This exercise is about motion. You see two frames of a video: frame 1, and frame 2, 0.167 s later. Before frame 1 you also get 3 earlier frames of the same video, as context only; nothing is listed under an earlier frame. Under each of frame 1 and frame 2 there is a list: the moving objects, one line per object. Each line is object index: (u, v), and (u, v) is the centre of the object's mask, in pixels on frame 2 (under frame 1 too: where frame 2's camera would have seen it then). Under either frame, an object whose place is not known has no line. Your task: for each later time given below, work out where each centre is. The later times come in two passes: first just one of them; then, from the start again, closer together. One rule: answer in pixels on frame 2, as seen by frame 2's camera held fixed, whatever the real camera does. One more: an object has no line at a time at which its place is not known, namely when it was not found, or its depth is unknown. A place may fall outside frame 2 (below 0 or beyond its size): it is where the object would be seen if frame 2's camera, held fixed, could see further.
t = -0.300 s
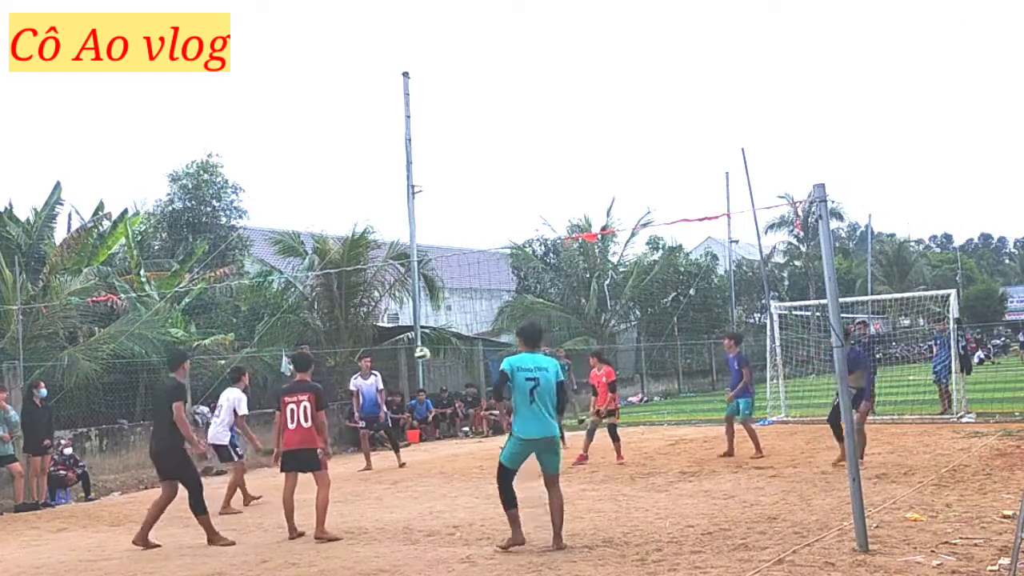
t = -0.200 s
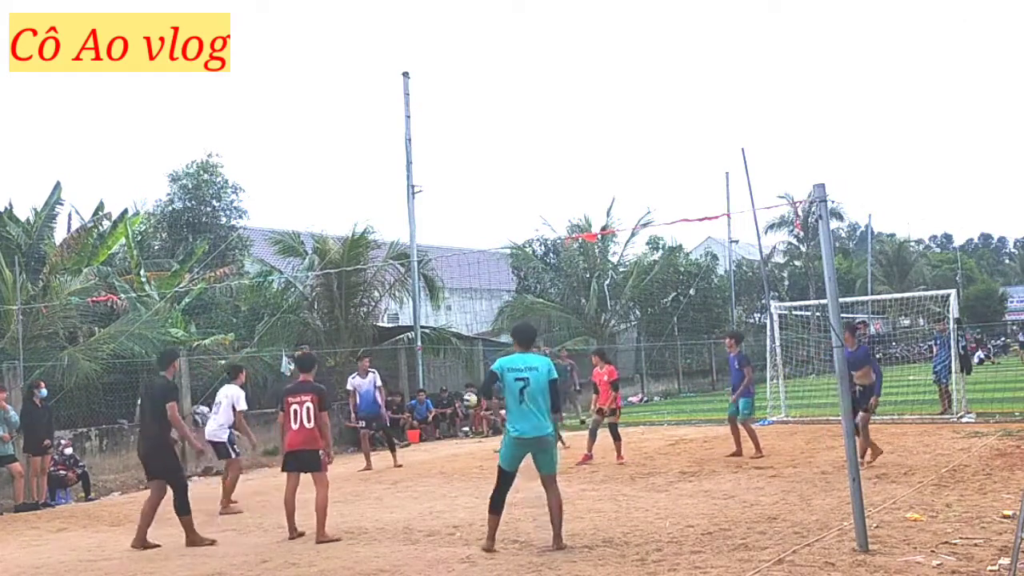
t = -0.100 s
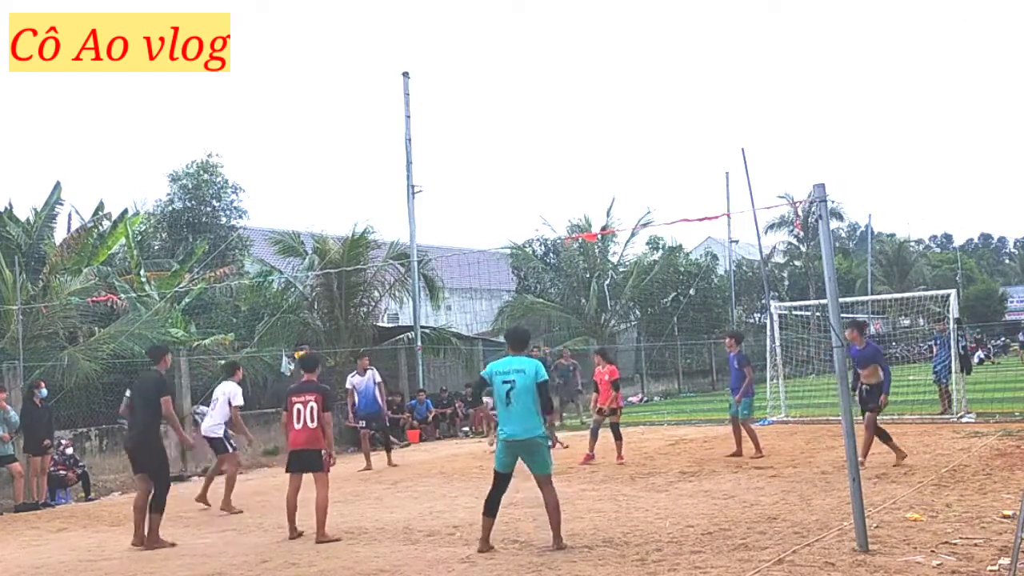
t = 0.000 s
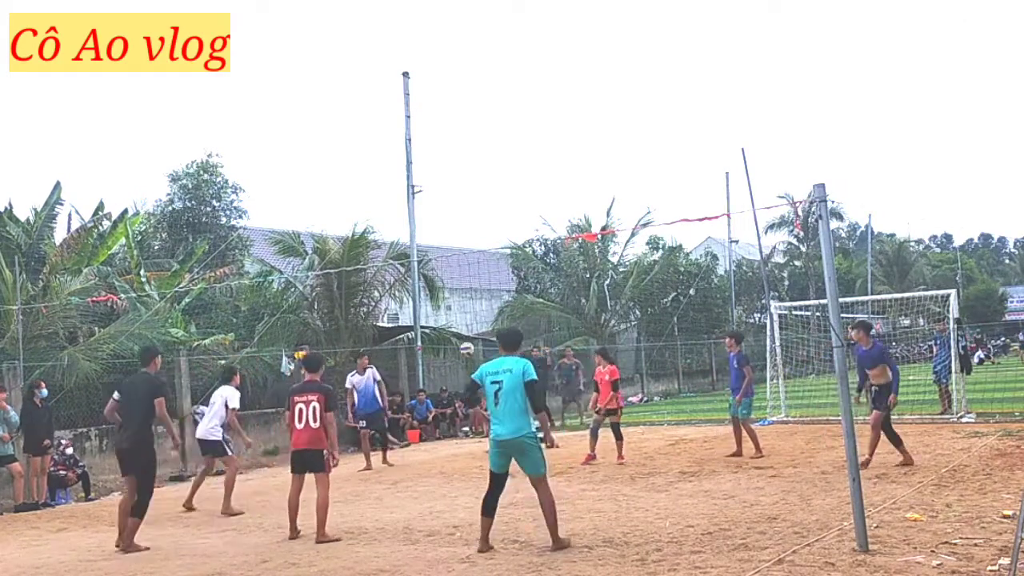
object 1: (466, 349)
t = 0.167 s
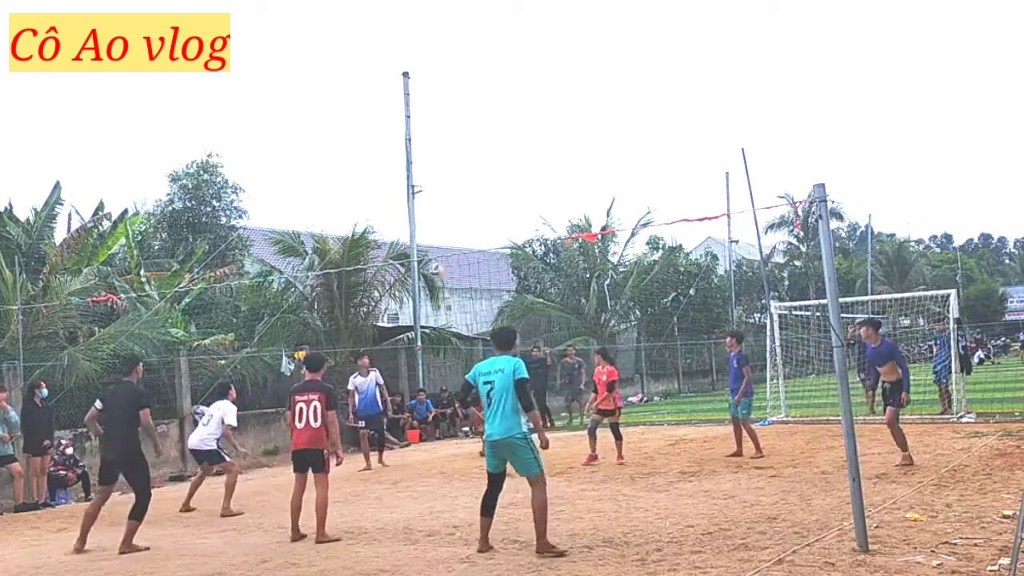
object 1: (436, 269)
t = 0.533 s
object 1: (374, 150)
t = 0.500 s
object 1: (379, 158)
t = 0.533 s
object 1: (374, 150)
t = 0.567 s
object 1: (368, 143)
